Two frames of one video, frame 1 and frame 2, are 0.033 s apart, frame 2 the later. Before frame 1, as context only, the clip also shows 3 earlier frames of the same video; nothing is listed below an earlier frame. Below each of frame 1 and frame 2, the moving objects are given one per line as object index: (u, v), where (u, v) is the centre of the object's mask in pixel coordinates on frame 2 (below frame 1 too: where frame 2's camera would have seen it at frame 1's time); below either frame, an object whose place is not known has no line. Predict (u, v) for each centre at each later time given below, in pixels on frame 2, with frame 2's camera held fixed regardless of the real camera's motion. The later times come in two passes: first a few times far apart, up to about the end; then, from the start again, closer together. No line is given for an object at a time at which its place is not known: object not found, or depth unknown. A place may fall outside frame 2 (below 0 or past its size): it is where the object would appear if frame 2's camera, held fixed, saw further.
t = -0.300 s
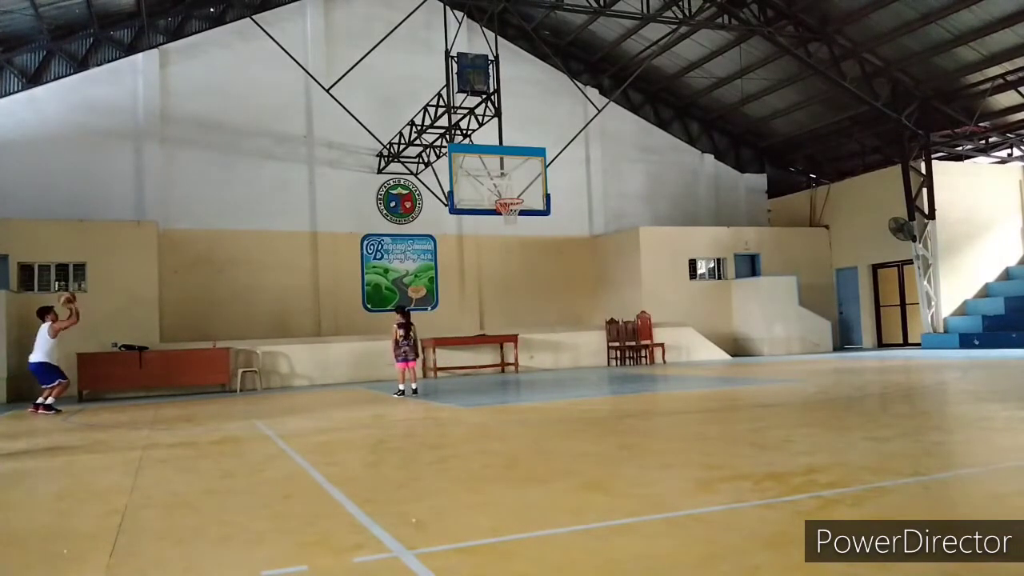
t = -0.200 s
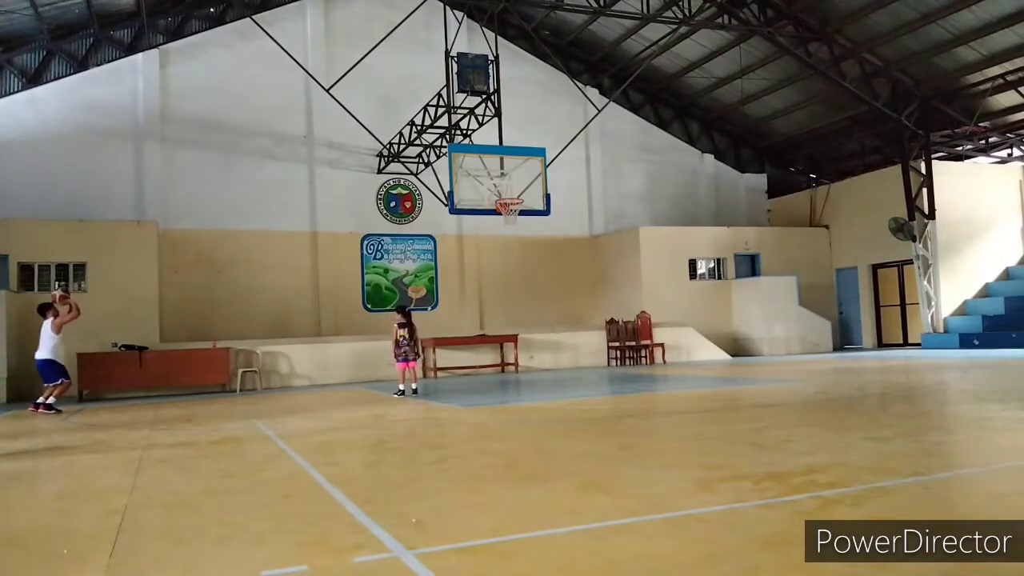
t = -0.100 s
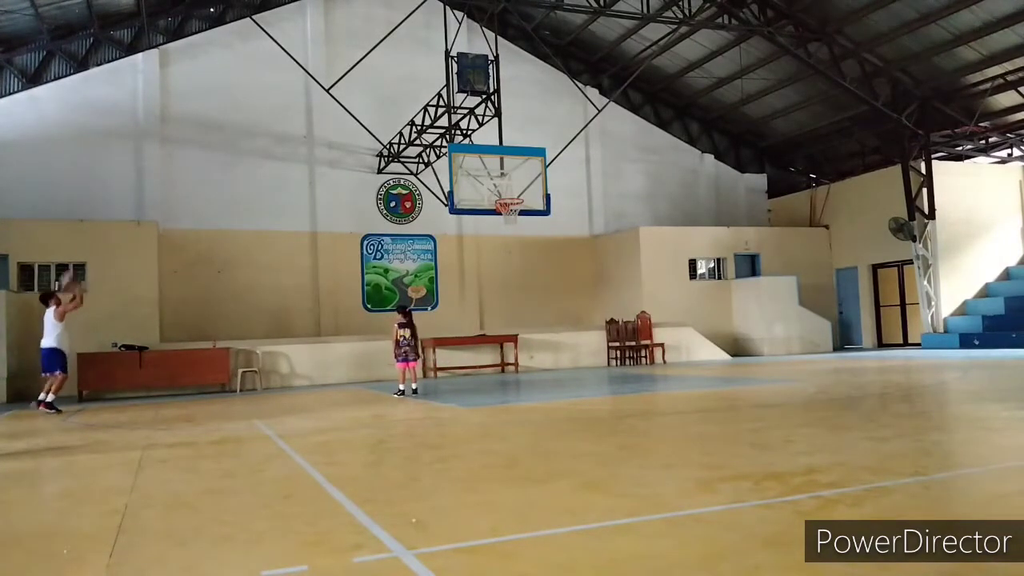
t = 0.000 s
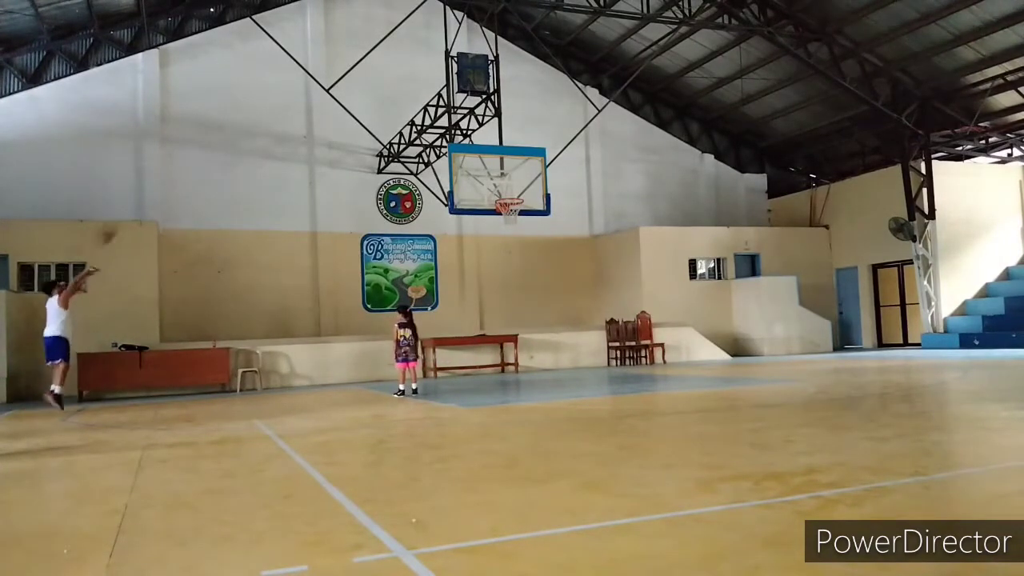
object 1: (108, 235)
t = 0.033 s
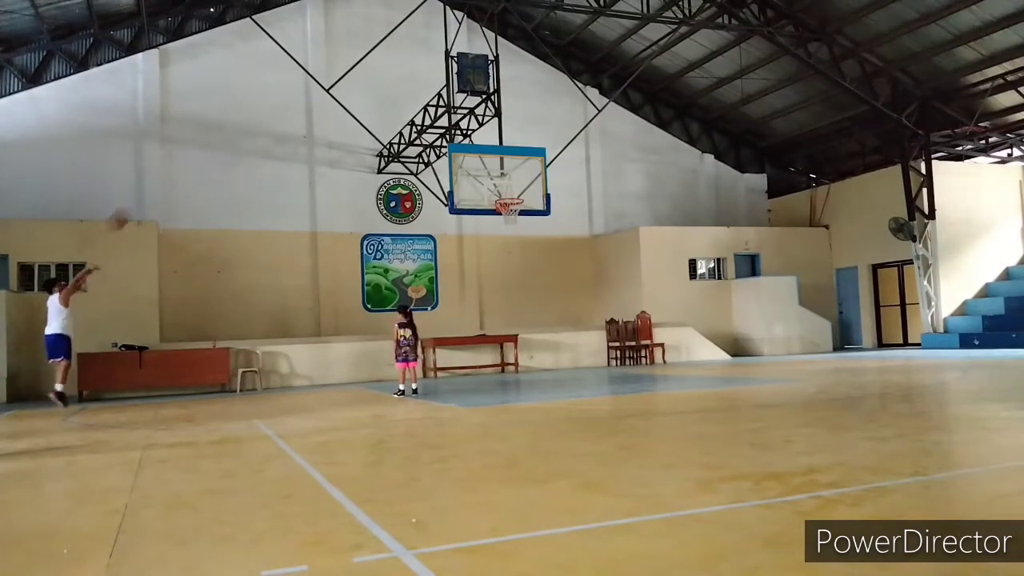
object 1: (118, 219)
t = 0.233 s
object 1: (196, 151)
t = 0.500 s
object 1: (291, 106)
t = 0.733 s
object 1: (368, 106)
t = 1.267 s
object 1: (523, 211)
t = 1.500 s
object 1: (511, 216)
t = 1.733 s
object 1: (505, 235)
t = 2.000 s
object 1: (500, 296)
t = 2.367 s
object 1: (491, 330)
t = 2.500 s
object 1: (486, 300)
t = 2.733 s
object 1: (477, 269)
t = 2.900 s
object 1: (471, 268)
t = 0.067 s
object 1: (131, 206)
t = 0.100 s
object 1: (144, 194)
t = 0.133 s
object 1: (158, 181)
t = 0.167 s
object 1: (171, 170)
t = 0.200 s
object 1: (183, 161)
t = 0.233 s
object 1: (196, 151)
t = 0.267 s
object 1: (208, 143)
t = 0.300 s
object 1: (221, 135)
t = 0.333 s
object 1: (232, 129)
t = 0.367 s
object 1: (244, 123)
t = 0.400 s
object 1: (257, 118)
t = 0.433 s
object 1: (268, 113)
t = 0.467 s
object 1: (280, 109)
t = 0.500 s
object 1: (291, 106)
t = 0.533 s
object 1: (302, 104)
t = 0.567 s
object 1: (313, 103)
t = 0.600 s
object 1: (324, 102)
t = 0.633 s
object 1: (336, 102)
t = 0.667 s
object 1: (347, 102)
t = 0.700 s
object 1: (358, 103)
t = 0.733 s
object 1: (368, 106)
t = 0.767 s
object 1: (378, 108)
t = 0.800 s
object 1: (389, 111)
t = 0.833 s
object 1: (399, 115)
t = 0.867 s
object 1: (410, 120)
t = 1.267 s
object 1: (523, 211)
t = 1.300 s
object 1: (522, 211)
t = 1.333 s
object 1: (519, 209)
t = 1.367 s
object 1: (519, 209)
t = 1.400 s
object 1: (516, 210)
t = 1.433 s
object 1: (516, 212)
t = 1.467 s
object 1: (513, 214)
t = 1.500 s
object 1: (511, 216)
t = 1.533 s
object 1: (509, 218)
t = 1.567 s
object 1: (508, 220)
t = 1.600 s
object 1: (507, 221)
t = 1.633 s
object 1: (507, 223)
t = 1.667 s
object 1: (506, 226)
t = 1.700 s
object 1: (505, 230)
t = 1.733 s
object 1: (505, 235)
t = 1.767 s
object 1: (504, 240)
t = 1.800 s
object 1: (503, 246)
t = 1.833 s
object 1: (503, 253)
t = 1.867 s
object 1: (502, 260)
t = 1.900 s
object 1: (501, 268)
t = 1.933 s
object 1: (501, 277)
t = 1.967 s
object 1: (500, 286)
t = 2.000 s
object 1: (500, 296)
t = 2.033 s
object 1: (500, 307)
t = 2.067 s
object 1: (500, 318)
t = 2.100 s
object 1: (499, 328)
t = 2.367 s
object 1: (491, 330)
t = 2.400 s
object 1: (490, 321)
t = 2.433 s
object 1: (489, 313)
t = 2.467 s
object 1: (487, 306)
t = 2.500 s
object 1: (486, 300)
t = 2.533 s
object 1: (484, 293)
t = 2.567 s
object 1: (483, 287)
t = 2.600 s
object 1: (481, 283)
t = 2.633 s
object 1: (480, 278)
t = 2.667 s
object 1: (479, 274)
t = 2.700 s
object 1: (478, 271)
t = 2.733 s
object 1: (477, 269)
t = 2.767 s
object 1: (475, 268)
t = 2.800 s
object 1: (474, 267)
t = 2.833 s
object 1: (473, 266)
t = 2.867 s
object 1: (472, 267)
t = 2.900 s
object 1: (471, 268)
